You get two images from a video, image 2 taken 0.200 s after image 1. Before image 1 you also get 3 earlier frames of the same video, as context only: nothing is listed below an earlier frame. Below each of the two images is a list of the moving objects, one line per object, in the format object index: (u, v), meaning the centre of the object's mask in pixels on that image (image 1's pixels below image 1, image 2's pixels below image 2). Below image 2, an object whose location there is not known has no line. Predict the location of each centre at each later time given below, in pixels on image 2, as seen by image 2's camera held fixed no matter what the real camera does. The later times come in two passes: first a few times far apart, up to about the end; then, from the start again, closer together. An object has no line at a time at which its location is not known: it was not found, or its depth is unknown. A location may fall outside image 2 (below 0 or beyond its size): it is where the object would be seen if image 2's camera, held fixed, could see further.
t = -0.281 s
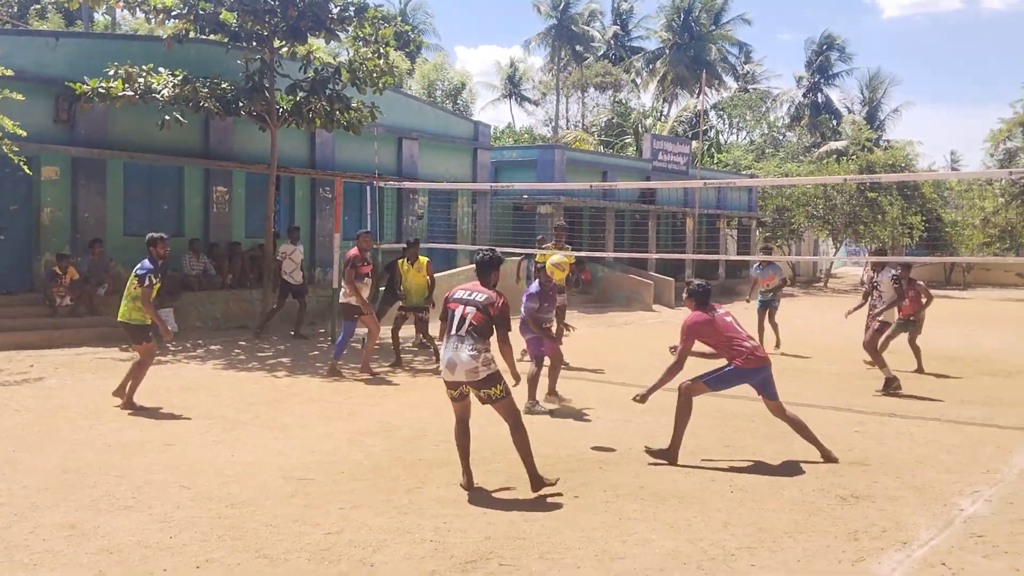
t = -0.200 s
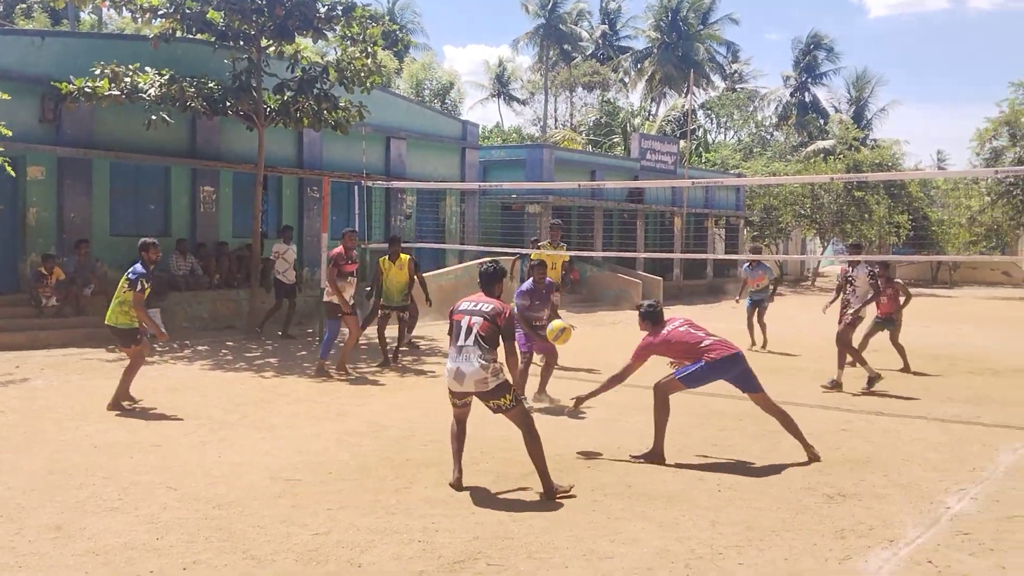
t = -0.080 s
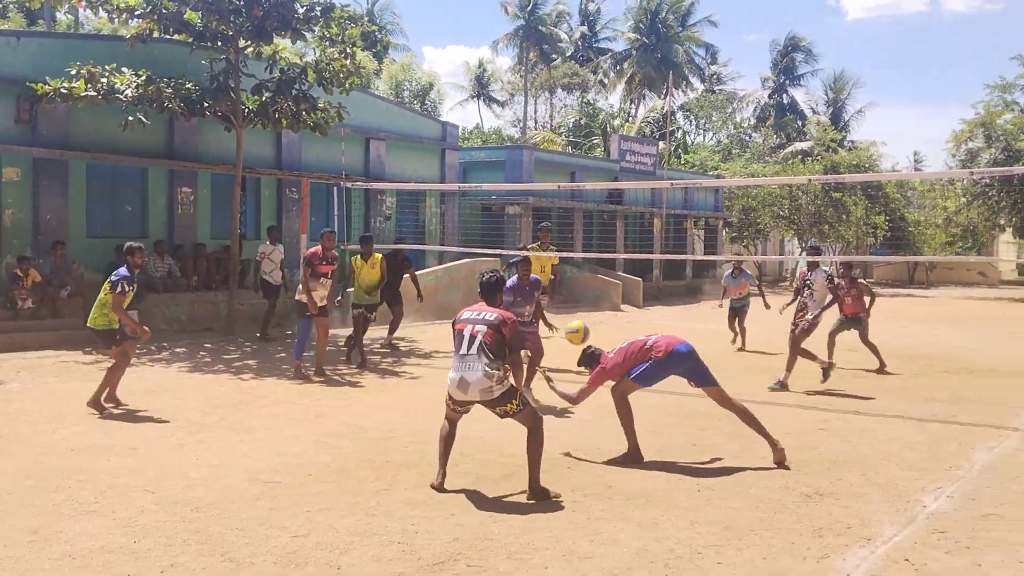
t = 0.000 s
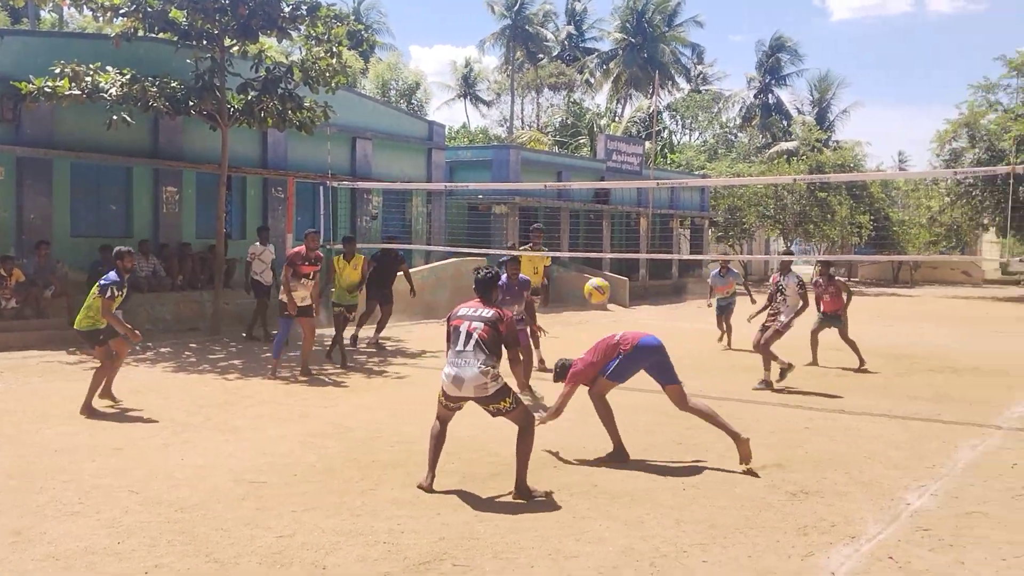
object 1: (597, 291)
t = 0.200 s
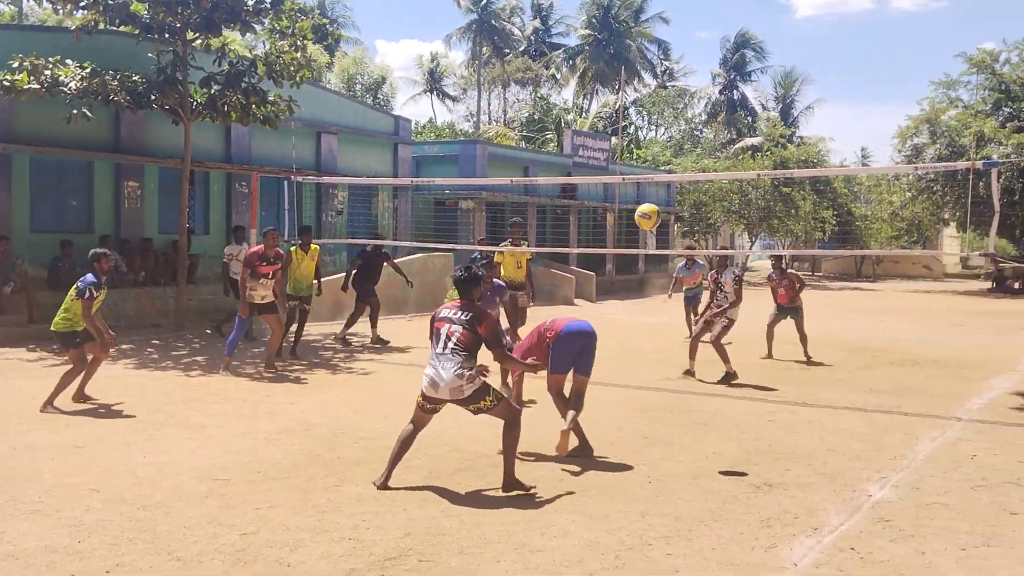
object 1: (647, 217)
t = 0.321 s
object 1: (697, 199)
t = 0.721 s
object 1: (871, 270)
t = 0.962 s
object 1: (980, 417)
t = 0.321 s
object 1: (697, 199)
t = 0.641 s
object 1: (837, 238)
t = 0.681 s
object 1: (855, 253)
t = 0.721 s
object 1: (871, 270)
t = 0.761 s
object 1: (889, 288)
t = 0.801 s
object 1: (908, 310)
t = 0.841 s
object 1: (925, 334)
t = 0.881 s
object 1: (943, 359)
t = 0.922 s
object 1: (962, 387)
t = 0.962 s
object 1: (980, 417)
